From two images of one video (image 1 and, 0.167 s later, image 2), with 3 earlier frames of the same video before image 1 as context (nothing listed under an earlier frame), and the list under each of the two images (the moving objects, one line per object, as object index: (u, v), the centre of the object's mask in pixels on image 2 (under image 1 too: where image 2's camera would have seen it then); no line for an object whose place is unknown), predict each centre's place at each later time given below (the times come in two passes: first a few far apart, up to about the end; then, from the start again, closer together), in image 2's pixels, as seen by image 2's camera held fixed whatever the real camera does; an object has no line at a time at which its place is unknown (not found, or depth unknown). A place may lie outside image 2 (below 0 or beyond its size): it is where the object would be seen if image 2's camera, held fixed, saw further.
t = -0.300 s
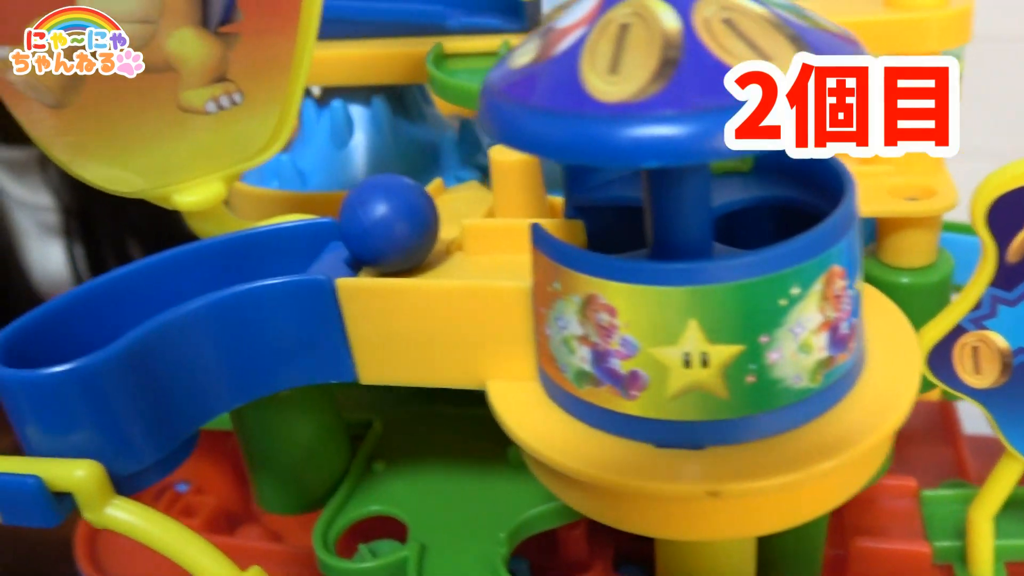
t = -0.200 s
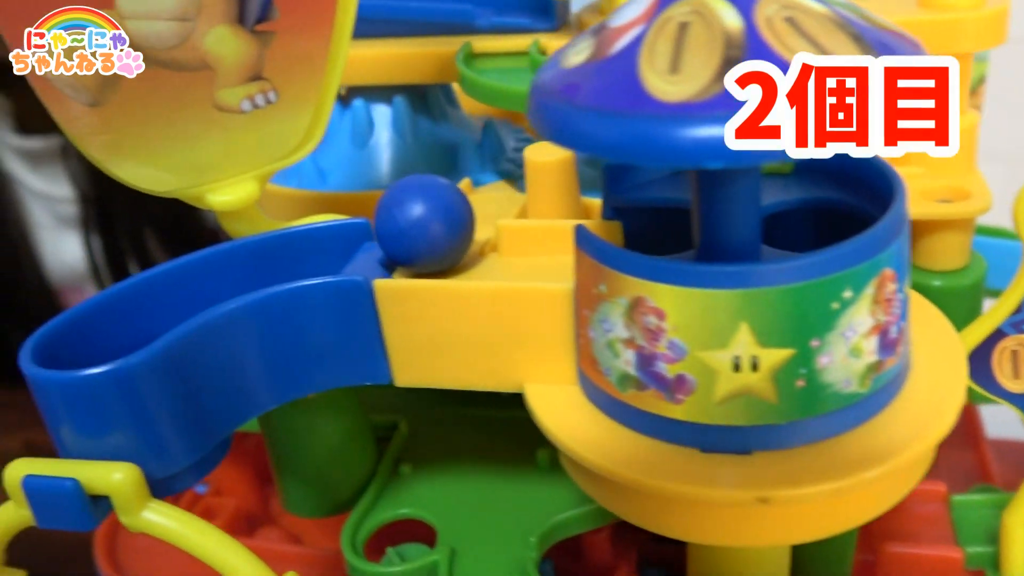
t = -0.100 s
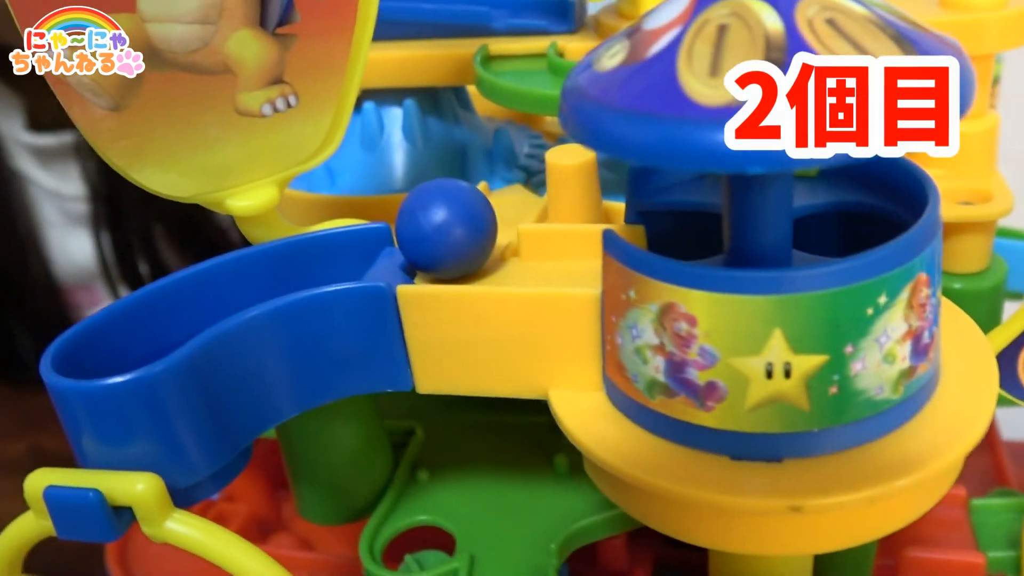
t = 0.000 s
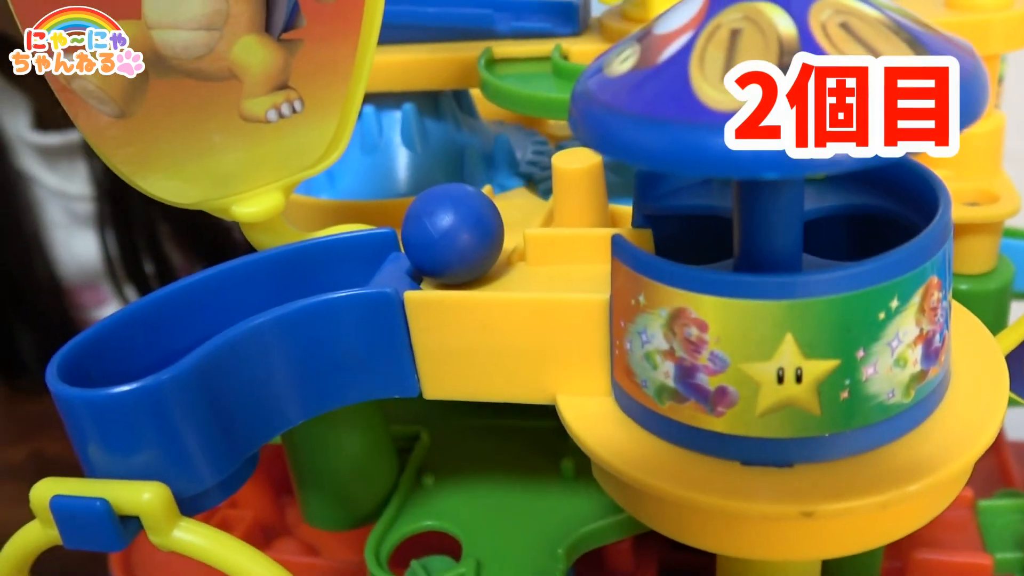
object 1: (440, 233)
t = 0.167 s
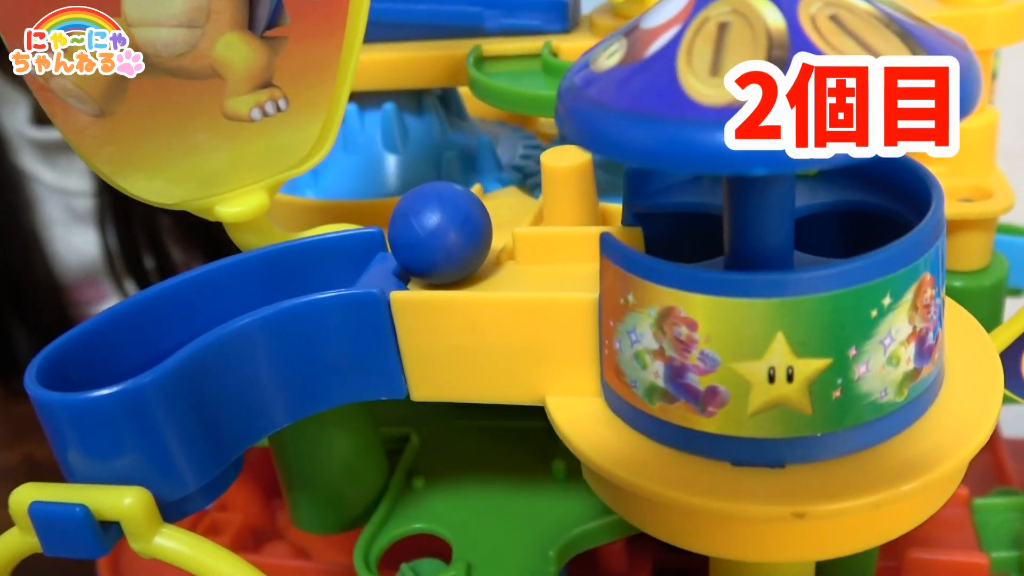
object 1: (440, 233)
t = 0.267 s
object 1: (440, 233)
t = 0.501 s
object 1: (437, 237)
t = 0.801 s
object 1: (487, 243)
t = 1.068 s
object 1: (439, 236)
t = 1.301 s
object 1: (476, 205)
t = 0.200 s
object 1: (440, 233)
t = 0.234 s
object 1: (440, 233)
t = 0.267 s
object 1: (440, 233)
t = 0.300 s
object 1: (440, 232)
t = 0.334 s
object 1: (440, 233)
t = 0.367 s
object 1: (439, 234)
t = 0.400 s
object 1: (438, 234)
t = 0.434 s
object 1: (437, 236)
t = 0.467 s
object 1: (437, 236)
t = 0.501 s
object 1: (437, 237)
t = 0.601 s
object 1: (446, 235)
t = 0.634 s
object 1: (466, 238)
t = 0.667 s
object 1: (477, 238)
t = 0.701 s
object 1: (484, 239)
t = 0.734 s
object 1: (488, 241)
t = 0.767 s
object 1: (489, 242)
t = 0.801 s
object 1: (487, 243)
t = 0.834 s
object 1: (480, 245)
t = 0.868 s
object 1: (471, 246)
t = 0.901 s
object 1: (462, 247)
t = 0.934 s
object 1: (450, 248)
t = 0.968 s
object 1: (445, 245)
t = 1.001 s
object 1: (440, 243)
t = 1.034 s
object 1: (435, 239)
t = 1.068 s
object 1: (439, 236)
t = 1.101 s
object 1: (441, 231)
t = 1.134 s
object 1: (444, 227)
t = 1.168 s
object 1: (445, 223)
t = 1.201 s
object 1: (443, 218)
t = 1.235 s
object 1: (443, 214)
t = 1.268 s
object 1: (460, 213)
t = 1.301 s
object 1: (476, 205)
